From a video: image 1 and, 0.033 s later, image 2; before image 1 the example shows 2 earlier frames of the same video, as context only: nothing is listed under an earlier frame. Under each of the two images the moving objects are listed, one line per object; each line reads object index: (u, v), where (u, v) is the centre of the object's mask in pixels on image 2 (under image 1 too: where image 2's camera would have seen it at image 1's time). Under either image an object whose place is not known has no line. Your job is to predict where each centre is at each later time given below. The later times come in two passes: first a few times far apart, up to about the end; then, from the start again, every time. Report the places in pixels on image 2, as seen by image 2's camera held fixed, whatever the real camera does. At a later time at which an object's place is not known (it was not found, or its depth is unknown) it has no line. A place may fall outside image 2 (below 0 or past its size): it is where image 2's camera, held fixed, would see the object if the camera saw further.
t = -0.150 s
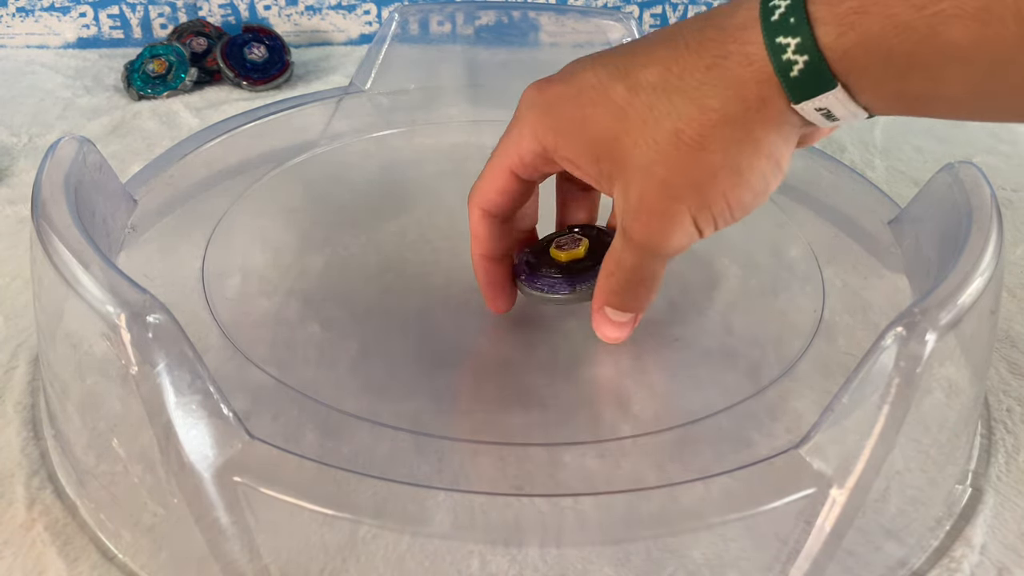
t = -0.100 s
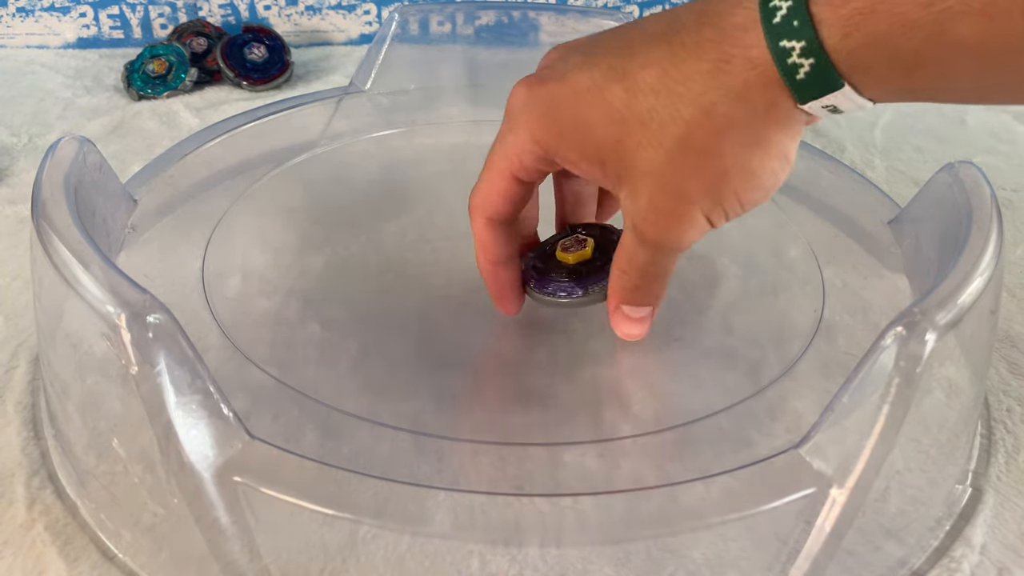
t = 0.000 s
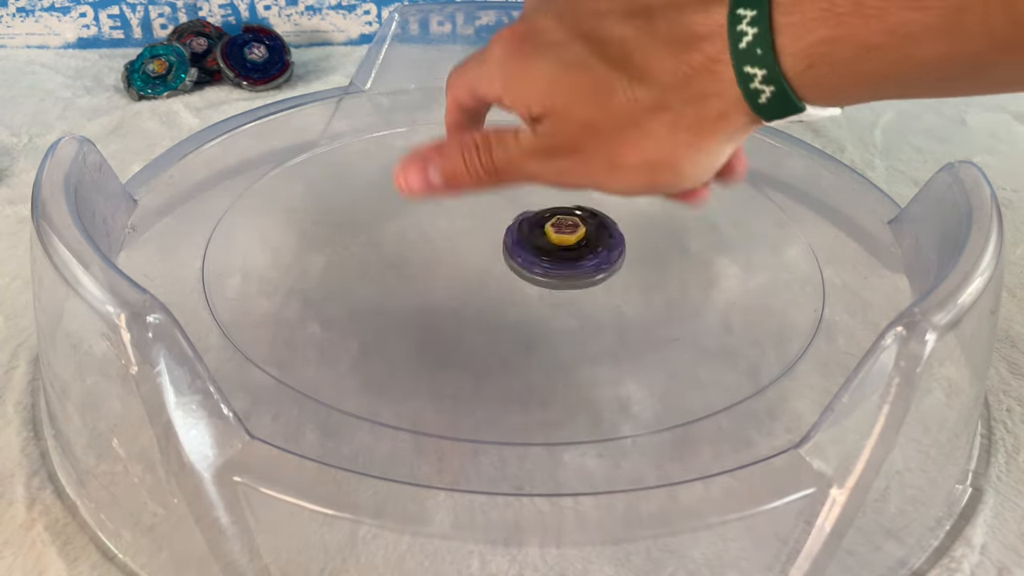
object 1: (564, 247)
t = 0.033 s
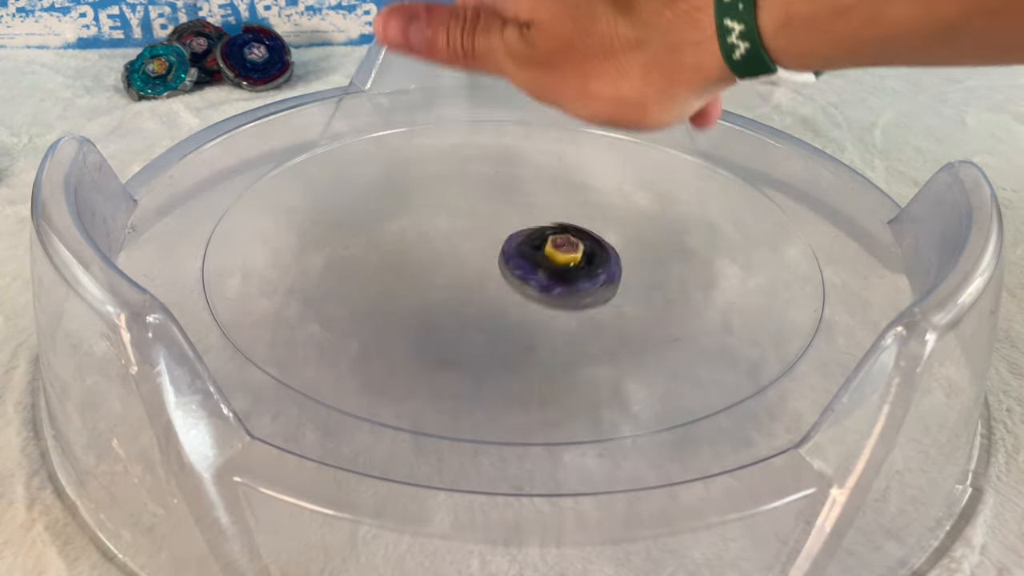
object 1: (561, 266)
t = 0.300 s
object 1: (526, 283)
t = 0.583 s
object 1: (520, 270)
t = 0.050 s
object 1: (557, 284)
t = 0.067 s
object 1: (557, 282)
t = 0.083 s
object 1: (555, 277)
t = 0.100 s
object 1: (553, 275)
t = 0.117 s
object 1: (551, 282)
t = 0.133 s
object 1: (546, 293)
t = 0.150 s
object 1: (546, 290)
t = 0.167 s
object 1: (543, 286)
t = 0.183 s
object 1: (541, 285)
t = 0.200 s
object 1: (538, 292)
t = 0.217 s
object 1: (535, 287)
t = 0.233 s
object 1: (534, 285)
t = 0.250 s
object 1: (531, 288)
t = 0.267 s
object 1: (531, 284)
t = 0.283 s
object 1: (528, 284)
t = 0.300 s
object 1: (526, 283)
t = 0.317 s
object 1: (524, 281)
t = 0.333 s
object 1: (521, 280)
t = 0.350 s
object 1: (521, 278)
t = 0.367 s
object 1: (518, 277)
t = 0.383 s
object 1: (517, 276)
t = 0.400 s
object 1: (517, 275)
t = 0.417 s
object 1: (516, 274)
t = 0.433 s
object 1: (518, 274)
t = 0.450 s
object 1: (518, 273)
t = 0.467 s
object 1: (518, 273)
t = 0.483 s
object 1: (518, 273)
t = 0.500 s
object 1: (518, 272)
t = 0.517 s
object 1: (519, 273)
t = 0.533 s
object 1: (518, 272)
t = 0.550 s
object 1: (520, 271)
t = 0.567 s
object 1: (520, 270)
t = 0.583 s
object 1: (520, 270)
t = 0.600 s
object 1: (522, 270)
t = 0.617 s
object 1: (522, 269)
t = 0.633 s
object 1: (524, 268)
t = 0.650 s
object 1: (524, 268)
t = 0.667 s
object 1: (525, 267)
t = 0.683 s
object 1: (526, 267)
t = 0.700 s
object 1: (527, 265)
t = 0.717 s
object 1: (529, 265)
